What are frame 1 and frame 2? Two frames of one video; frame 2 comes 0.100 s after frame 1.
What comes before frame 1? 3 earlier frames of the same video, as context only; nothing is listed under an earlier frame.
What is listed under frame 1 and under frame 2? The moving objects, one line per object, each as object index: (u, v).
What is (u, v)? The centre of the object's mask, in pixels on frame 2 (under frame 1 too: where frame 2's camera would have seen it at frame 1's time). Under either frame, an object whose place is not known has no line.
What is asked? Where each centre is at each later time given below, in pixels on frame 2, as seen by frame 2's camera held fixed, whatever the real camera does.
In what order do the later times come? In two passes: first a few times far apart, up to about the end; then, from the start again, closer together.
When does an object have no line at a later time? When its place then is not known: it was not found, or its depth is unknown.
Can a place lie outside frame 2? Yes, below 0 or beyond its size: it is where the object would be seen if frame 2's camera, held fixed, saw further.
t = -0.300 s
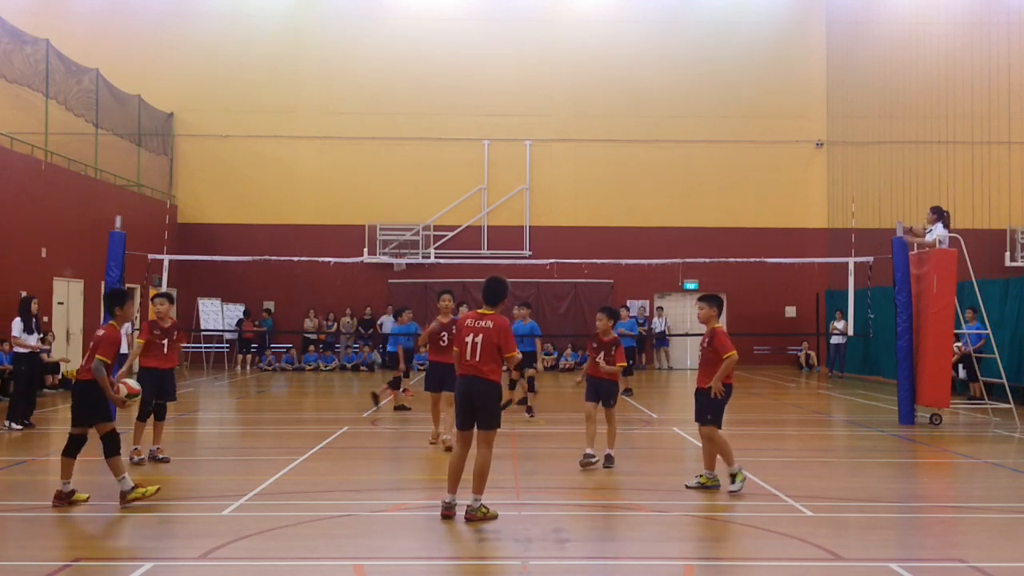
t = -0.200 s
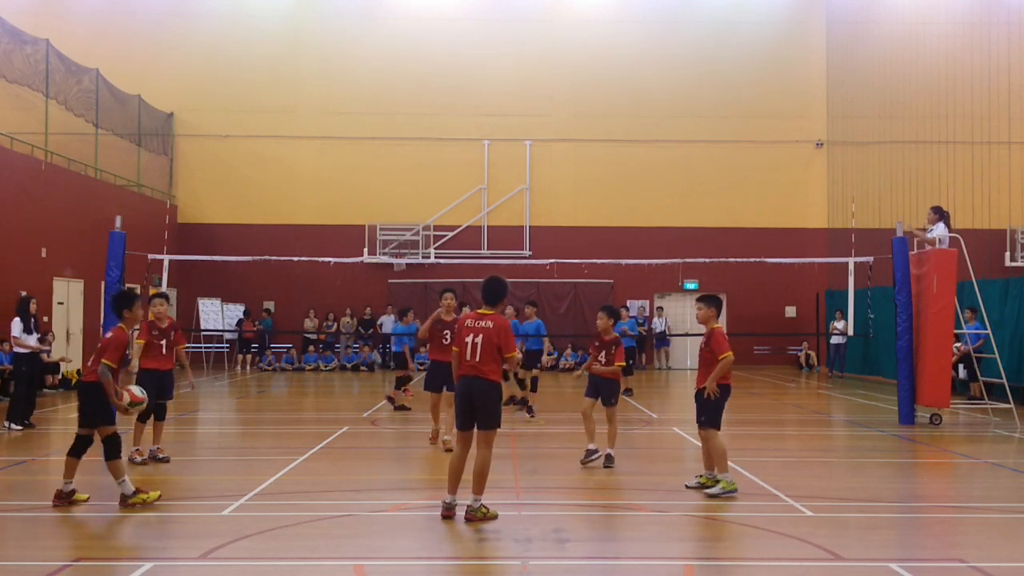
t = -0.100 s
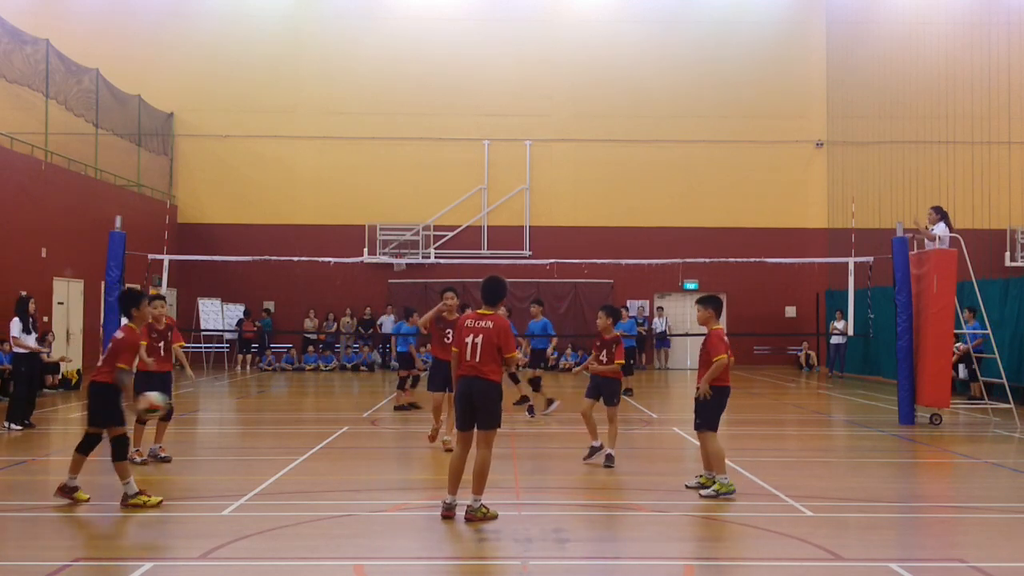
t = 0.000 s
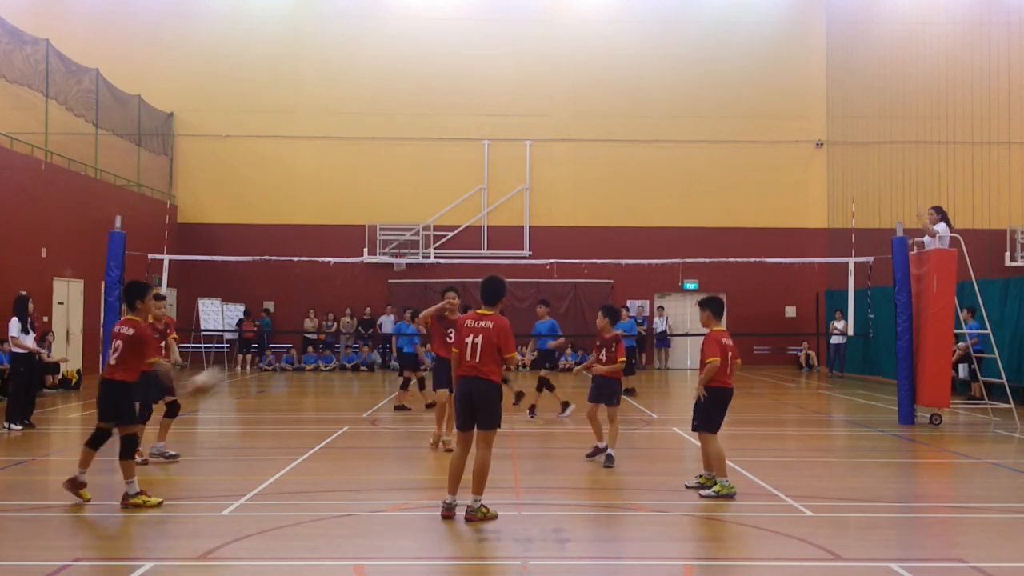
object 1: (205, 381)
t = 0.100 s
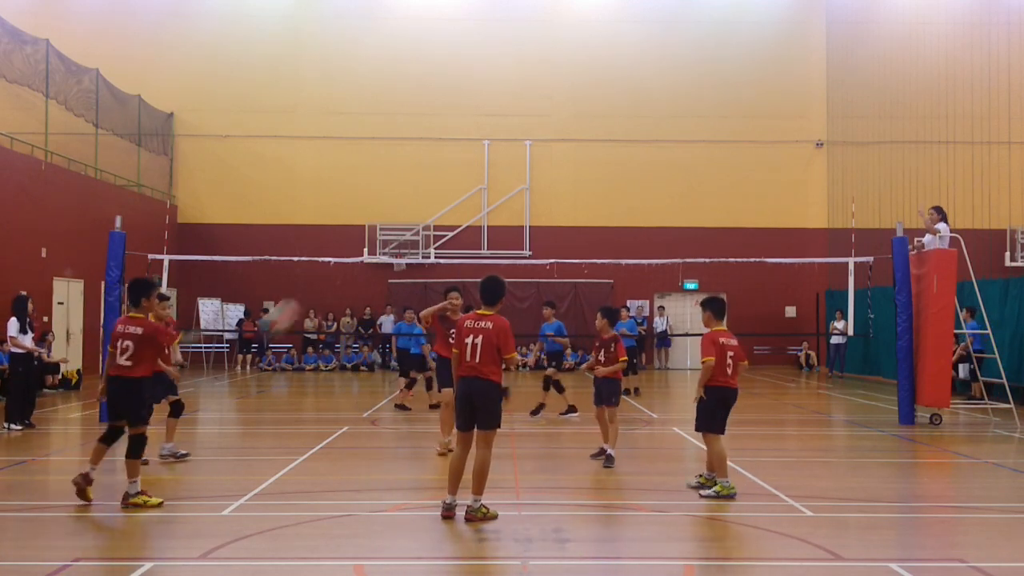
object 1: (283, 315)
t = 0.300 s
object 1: (413, 216)
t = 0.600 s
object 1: (592, 169)
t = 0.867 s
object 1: (736, 217)
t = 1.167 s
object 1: (880, 366)
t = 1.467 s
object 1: (996, 378)
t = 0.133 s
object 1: (304, 296)
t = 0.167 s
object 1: (326, 278)
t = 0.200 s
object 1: (347, 260)
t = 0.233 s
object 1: (365, 242)
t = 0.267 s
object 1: (392, 228)
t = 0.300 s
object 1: (413, 216)
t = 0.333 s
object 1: (435, 205)
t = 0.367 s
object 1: (457, 196)
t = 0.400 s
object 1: (476, 188)
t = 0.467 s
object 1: (515, 176)
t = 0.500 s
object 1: (536, 173)
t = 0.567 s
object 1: (573, 169)
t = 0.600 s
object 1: (592, 169)
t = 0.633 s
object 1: (612, 171)
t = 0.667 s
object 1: (631, 174)
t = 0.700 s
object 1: (648, 177)
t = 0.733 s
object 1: (665, 183)
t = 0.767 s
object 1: (684, 190)
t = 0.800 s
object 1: (702, 197)
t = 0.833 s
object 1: (717, 207)
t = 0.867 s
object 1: (736, 217)
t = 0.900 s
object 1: (753, 231)
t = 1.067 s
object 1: (833, 305)
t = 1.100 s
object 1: (855, 330)
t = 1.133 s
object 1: (866, 348)
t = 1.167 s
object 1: (880, 366)
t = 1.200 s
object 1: (897, 391)
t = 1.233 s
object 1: (910, 414)
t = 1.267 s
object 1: (926, 438)
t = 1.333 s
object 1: (954, 447)
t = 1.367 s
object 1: (965, 427)
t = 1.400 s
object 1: (974, 412)
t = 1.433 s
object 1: (985, 393)
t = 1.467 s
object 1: (996, 378)
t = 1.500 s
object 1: (1010, 364)
